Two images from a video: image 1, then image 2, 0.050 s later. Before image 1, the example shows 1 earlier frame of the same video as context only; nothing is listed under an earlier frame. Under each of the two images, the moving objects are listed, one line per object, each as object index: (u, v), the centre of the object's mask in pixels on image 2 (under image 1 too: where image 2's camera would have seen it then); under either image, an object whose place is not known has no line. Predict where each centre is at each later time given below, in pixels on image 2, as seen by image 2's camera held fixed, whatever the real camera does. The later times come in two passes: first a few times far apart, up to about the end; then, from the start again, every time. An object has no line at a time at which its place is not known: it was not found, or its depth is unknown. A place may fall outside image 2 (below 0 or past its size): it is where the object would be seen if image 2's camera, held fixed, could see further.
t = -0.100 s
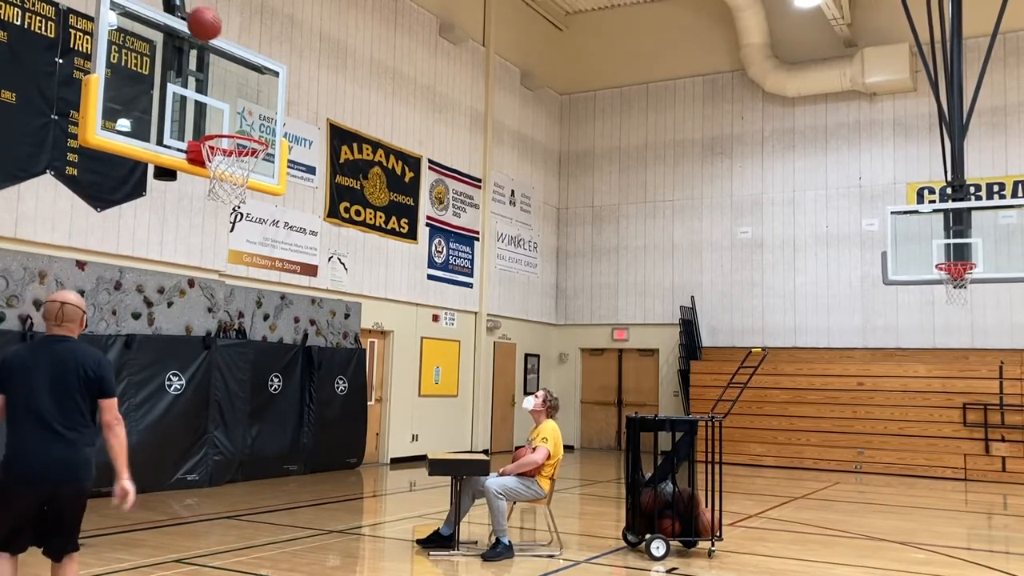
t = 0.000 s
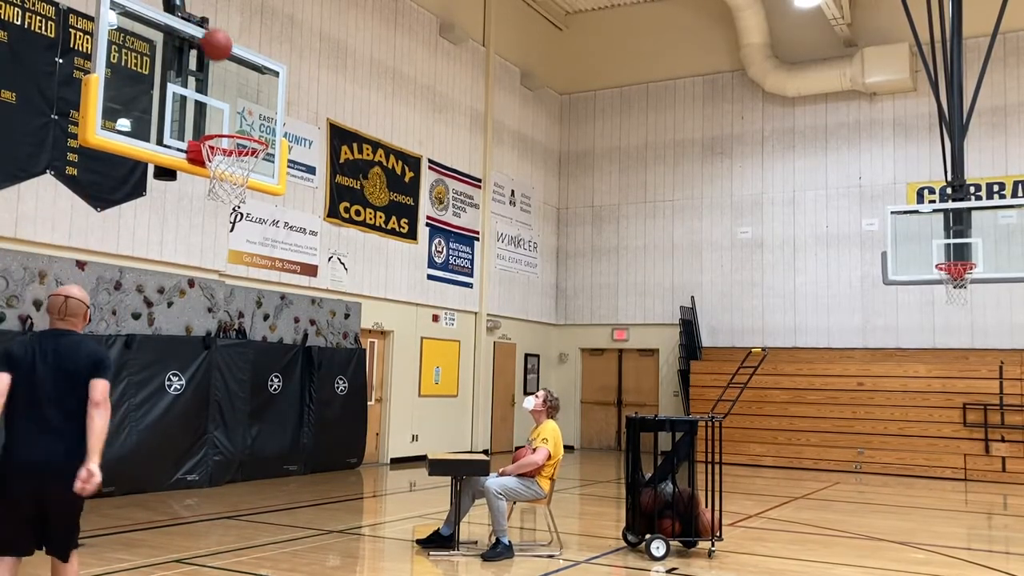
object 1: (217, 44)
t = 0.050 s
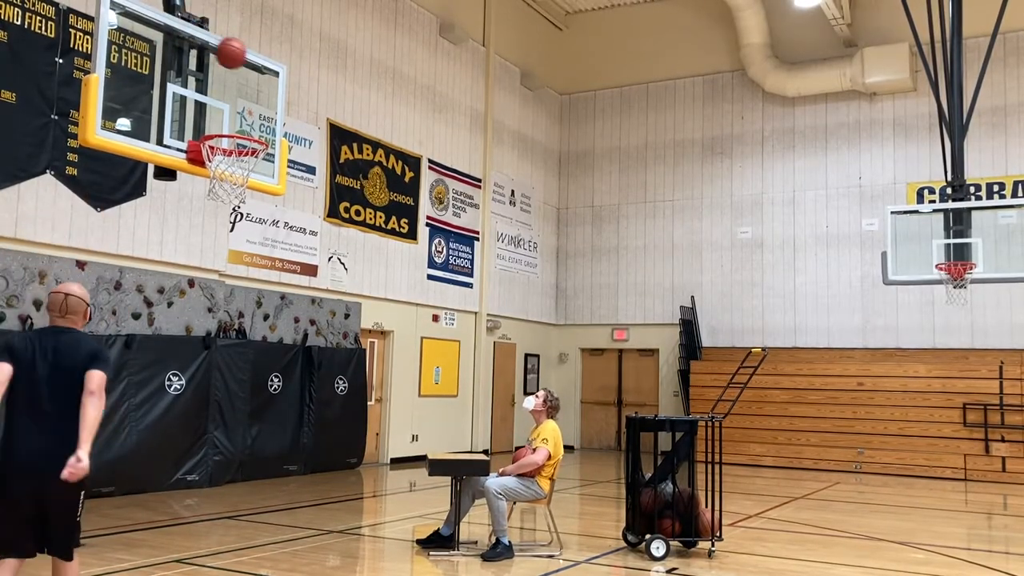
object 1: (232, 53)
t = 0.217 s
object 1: (292, 95)
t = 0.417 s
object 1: (361, 187)
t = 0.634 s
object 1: (429, 336)
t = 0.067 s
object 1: (238, 55)
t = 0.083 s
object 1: (244, 59)
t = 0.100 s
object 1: (250, 62)
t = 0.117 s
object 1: (256, 66)
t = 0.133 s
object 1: (262, 69)
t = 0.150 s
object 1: (268, 74)
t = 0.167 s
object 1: (274, 78)
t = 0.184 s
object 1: (280, 83)
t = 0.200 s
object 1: (286, 89)
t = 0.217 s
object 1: (292, 95)
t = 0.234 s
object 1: (298, 100)
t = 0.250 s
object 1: (304, 106)
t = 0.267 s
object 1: (309, 113)
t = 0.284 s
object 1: (315, 119)
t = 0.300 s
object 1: (322, 127)
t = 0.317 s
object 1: (328, 135)
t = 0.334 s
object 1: (333, 143)
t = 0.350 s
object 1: (340, 151)
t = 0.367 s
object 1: (345, 159)
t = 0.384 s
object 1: (350, 167)
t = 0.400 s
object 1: (355, 177)
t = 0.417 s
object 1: (361, 187)
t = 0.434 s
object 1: (367, 196)
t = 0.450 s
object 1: (371, 205)
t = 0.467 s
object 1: (377, 216)
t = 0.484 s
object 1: (383, 227)
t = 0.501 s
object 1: (388, 238)
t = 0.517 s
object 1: (393, 250)
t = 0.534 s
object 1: (398, 260)
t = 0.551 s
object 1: (404, 272)
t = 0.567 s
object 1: (408, 283)
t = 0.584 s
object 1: (414, 297)
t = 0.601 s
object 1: (419, 309)
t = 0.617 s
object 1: (424, 322)
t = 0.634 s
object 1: (429, 336)
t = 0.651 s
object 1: (435, 350)
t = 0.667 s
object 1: (440, 364)
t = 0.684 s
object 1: (445, 379)
